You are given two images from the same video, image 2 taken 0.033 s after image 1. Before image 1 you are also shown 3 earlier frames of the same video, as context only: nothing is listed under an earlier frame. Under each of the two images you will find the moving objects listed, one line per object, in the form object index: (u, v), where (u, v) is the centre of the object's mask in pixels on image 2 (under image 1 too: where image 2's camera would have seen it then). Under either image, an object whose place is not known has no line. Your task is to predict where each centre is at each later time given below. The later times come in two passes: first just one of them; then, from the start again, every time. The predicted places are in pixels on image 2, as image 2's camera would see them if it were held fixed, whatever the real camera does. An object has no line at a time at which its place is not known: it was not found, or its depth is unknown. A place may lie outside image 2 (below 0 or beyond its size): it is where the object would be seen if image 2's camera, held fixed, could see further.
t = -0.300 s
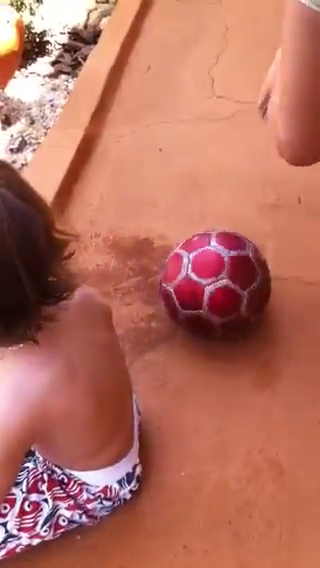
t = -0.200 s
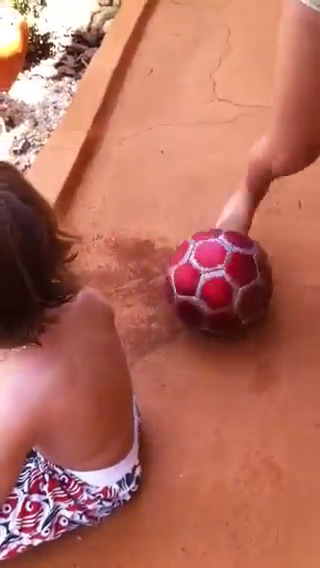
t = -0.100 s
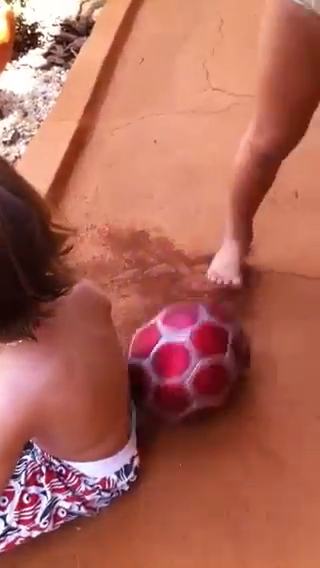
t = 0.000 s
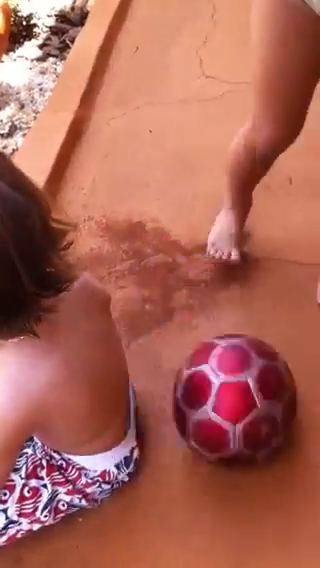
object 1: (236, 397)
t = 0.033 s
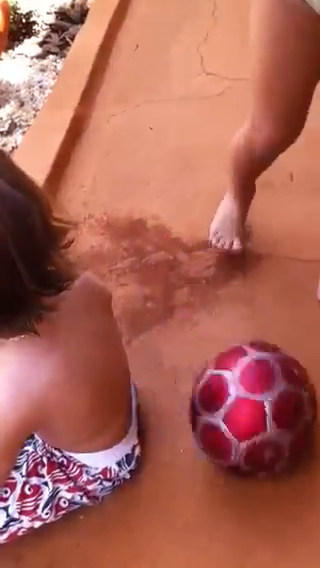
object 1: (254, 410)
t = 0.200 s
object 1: (292, 459)
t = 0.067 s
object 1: (266, 420)
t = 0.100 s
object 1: (273, 431)
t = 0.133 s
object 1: (278, 442)
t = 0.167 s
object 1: (284, 453)
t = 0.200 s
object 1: (292, 459)
